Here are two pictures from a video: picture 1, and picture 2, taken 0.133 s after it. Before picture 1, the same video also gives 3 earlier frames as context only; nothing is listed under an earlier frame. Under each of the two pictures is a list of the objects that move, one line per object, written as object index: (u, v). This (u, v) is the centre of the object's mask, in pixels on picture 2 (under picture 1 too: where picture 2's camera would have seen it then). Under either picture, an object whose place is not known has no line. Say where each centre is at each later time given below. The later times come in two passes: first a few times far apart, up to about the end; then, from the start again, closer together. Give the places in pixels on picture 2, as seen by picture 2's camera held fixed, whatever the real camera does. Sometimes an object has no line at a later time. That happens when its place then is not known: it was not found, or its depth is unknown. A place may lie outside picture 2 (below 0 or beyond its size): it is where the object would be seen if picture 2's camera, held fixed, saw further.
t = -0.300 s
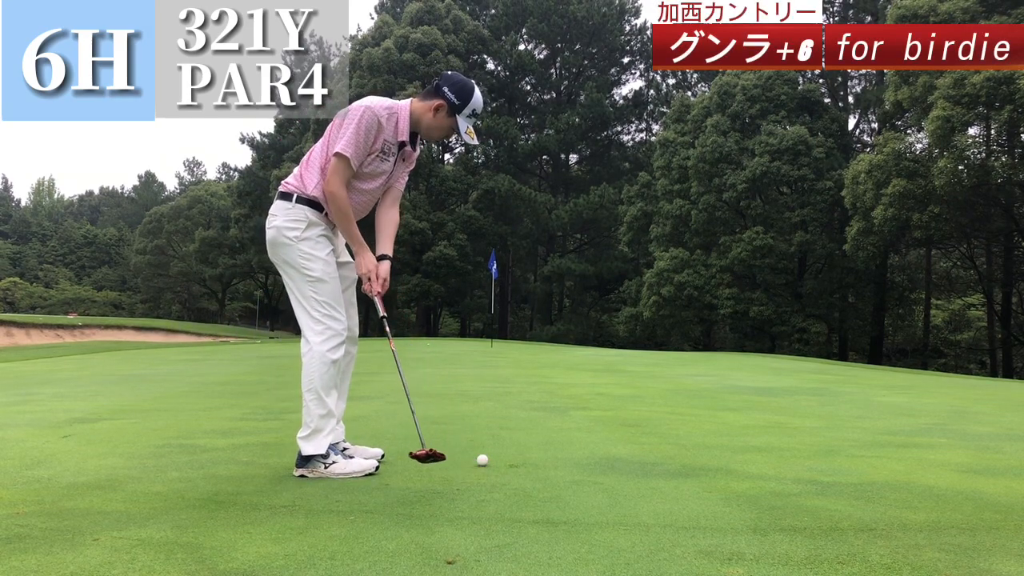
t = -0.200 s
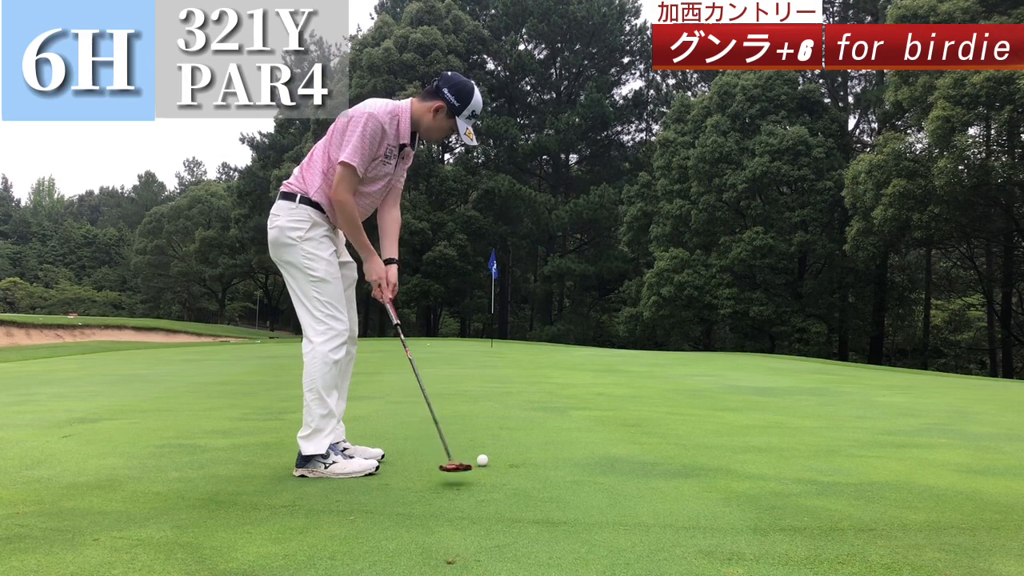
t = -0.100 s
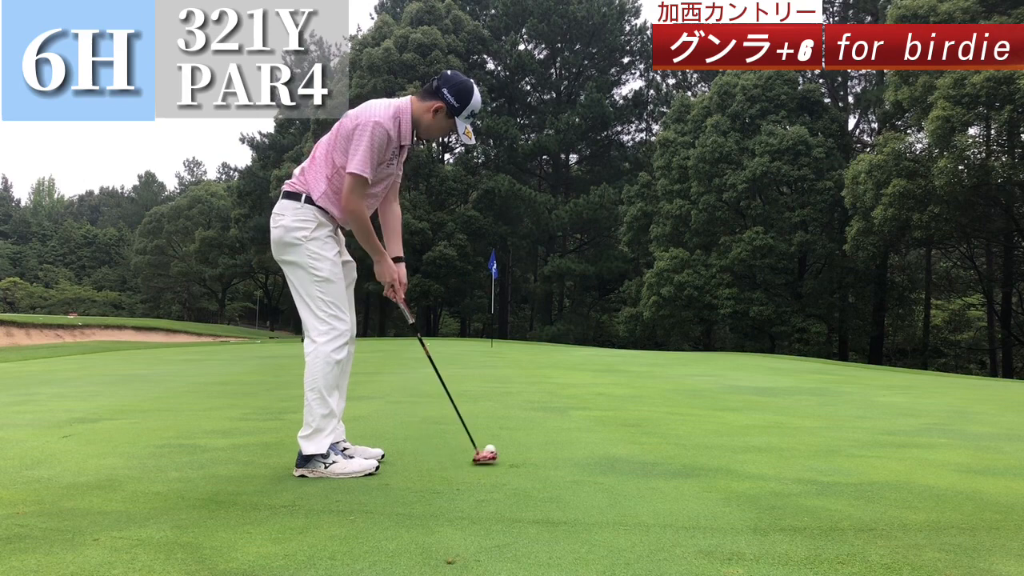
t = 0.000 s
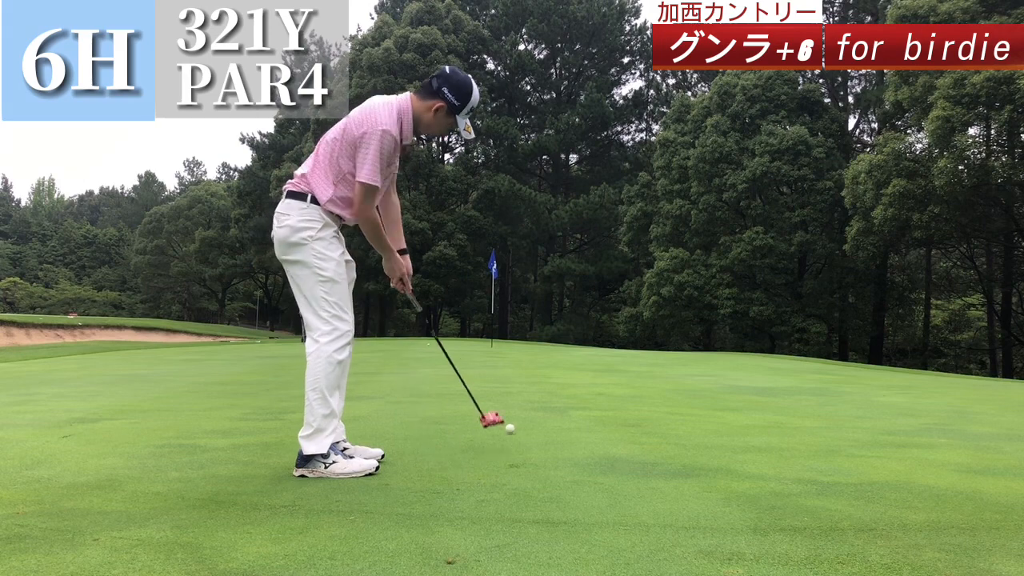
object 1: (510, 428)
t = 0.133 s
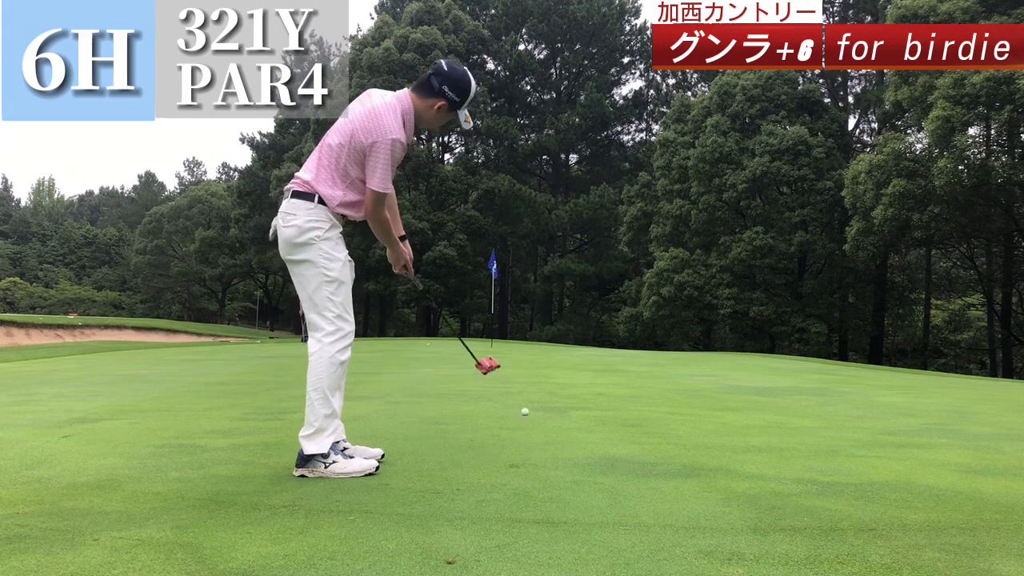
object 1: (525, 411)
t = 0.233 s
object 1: (531, 403)
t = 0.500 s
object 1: (541, 388)
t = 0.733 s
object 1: (545, 379)
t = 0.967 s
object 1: (547, 374)
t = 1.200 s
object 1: (547, 369)
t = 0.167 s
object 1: (527, 408)
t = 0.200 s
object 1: (530, 405)
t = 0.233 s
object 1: (531, 403)
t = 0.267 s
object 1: (533, 400)
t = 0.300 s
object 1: (535, 398)
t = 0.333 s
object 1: (536, 395)
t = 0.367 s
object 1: (537, 394)
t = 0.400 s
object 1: (539, 392)
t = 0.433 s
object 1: (539, 391)
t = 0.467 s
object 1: (540, 389)
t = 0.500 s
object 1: (541, 388)
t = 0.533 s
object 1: (542, 386)
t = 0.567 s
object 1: (543, 385)
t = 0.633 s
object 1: (544, 383)
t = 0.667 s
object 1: (544, 381)
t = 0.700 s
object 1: (545, 380)
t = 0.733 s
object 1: (545, 379)
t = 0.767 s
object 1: (545, 378)
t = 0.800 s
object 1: (546, 377)
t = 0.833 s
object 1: (546, 377)
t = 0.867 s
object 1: (546, 376)
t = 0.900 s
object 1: (547, 375)
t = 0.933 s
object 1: (547, 374)
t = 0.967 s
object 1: (547, 374)
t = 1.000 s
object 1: (547, 373)
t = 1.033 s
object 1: (547, 372)
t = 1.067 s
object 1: (547, 372)
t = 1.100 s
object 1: (547, 371)
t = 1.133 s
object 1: (547, 370)
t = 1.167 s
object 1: (547, 370)
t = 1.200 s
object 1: (547, 369)
